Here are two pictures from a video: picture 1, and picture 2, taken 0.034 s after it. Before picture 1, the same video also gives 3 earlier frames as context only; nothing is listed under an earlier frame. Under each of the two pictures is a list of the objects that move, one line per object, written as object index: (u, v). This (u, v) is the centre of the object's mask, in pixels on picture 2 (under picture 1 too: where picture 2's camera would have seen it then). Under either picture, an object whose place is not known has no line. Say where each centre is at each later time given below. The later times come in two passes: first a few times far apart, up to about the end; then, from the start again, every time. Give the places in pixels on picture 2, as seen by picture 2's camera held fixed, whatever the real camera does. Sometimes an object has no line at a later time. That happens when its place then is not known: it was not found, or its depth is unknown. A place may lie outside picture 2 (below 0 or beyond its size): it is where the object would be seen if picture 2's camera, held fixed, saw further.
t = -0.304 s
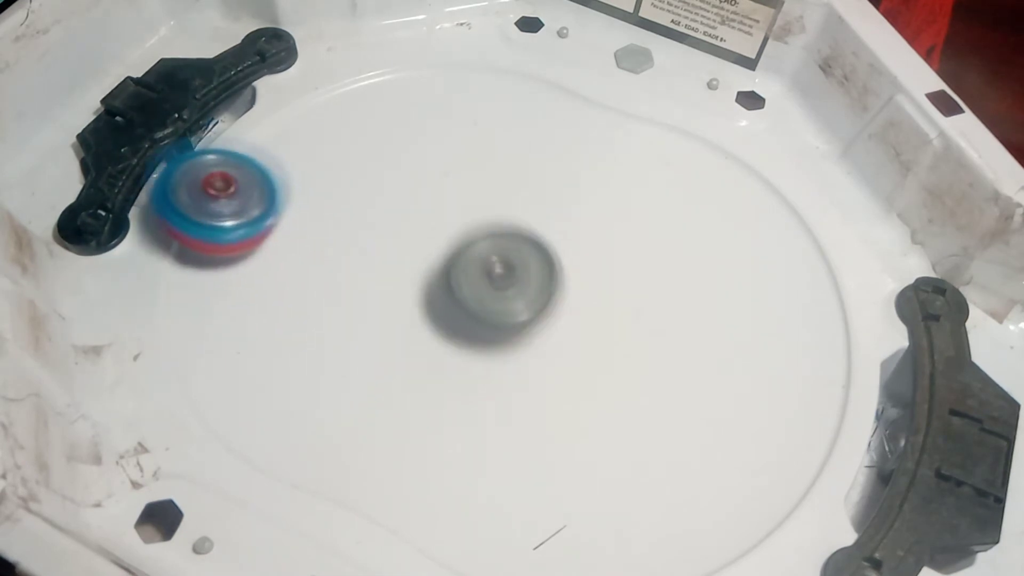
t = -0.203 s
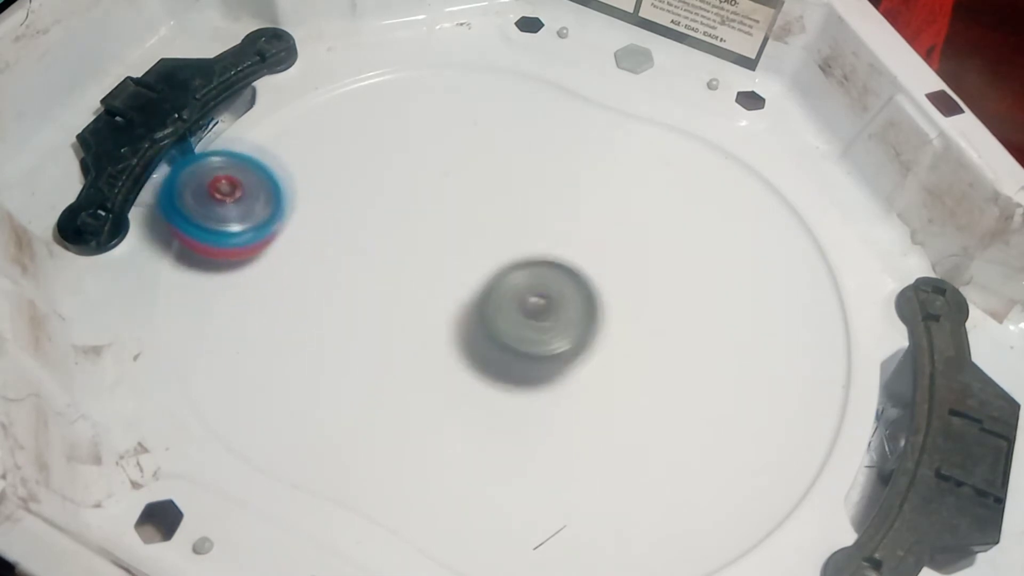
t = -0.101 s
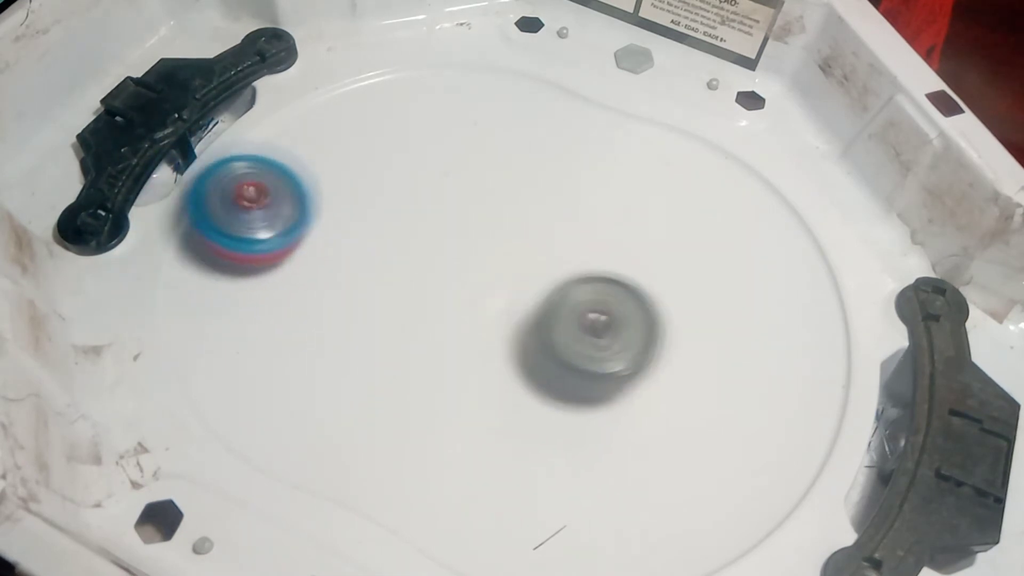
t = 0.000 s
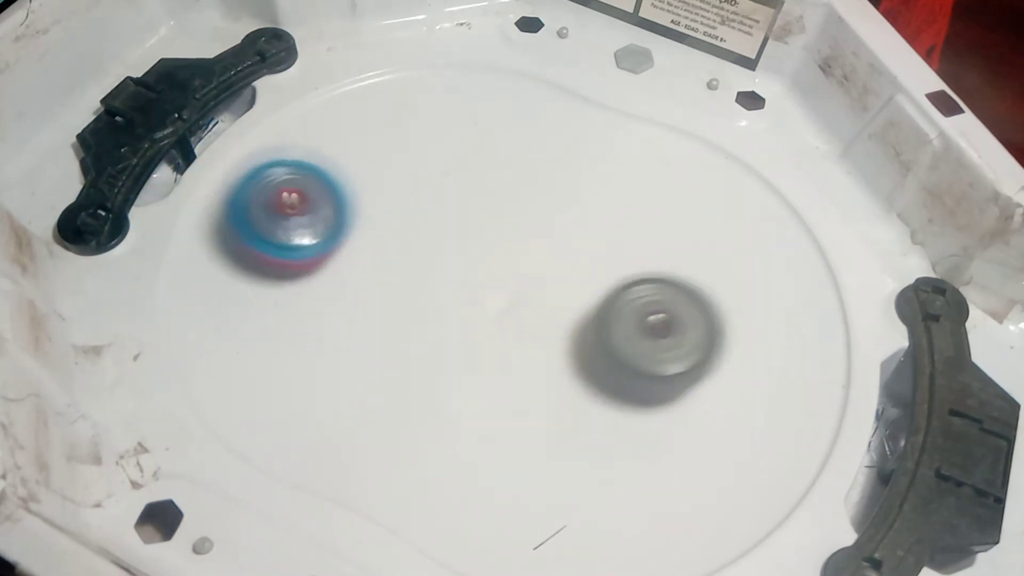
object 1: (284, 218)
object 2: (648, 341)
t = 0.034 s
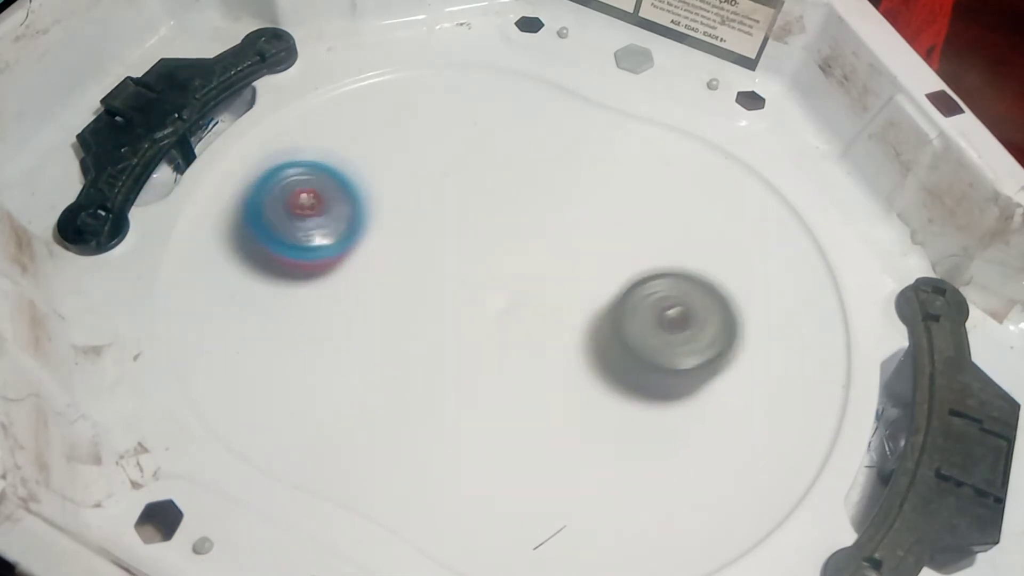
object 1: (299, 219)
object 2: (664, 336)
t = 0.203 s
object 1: (387, 210)
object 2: (680, 275)
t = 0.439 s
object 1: (459, 179)
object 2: (578, 273)
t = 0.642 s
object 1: (468, 169)
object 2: (598, 362)
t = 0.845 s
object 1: (480, 181)
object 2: (650, 394)
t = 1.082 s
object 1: (488, 240)
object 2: (609, 338)
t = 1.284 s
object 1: (429, 262)
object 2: (615, 390)
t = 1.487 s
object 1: (408, 283)
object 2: (652, 374)
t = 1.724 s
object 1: (396, 292)
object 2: (527, 328)
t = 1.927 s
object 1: (329, 263)
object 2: (502, 367)
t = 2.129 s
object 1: (311, 240)
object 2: (534, 377)
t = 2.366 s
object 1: (346, 221)
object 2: (502, 275)
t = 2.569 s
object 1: (354, 194)
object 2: (484, 253)
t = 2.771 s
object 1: (378, 185)
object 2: (476, 278)
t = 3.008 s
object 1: (434, 196)
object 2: (542, 285)
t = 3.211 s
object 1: (449, 196)
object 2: (554, 259)
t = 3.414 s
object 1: (420, 191)
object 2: (583, 294)
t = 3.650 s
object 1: (409, 208)
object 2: (621, 312)
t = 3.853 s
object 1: (410, 239)
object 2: (592, 302)
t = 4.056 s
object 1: (406, 274)
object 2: (540, 294)
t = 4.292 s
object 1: (347, 287)
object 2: (540, 299)
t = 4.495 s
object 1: (307, 304)
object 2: (493, 264)
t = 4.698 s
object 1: (316, 307)
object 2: (487, 314)
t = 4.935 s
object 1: (361, 281)
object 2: (538, 266)
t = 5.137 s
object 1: (322, 212)
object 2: (502, 251)
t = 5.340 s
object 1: (238, 216)
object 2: (502, 304)
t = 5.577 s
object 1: (352, 264)
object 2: (559, 294)
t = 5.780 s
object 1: (433, 185)
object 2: (608, 295)
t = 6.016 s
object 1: (353, 124)
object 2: (655, 277)
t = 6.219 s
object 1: (369, 206)
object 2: (578, 276)
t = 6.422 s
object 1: (401, 228)
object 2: (557, 327)
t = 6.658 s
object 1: (379, 220)
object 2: (555, 379)
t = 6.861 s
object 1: (412, 237)
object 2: (544, 386)
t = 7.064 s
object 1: (479, 241)
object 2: (511, 371)
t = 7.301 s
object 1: (497, 134)
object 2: (474, 359)
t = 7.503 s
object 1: (423, 119)
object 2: (477, 299)
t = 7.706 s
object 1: (376, 158)
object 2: (482, 297)
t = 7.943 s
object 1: (308, 134)
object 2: (547, 290)
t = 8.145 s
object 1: (366, 203)
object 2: (501, 256)
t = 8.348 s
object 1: (384, 226)
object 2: (498, 287)
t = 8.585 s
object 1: (400, 230)
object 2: (522, 318)
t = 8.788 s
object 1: (450, 238)
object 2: (524, 335)
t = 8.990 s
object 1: (455, 165)
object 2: (548, 398)
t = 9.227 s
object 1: (426, 143)
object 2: (566, 378)
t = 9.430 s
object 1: (425, 209)
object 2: (530, 324)
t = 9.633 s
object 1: (397, 241)
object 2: (545, 286)
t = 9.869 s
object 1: (386, 286)
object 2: (510, 241)
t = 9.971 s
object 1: (344, 314)
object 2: (513, 231)
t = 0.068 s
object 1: (316, 218)
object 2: (677, 327)
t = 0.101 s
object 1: (333, 216)
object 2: (687, 316)
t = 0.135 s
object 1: (350, 215)
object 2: (691, 303)
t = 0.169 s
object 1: (368, 213)
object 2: (688, 289)
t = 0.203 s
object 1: (387, 210)
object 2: (680, 275)
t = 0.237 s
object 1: (403, 208)
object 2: (668, 262)
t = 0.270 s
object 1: (420, 205)
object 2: (651, 252)
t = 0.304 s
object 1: (436, 203)
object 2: (629, 245)
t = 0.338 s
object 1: (452, 202)
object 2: (607, 242)
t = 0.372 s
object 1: (466, 200)
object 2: (587, 244)
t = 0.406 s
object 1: (462, 188)
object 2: (581, 258)
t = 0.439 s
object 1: (459, 179)
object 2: (578, 273)
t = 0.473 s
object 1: (459, 174)
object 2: (578, 288)
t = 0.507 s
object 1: (460, 170)
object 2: (578, 303)
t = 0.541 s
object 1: (462, 169)
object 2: (580, 319)
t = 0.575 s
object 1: (464, 168)
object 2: (584, 335)
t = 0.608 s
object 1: (466, 168)
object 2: (591, 350)
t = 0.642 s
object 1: (468, 169)
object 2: (598, 362)
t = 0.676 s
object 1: (471, 169)
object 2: (607, 374)
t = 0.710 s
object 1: (473, 170)
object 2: (616, 383)
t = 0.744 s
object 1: (474, 172)
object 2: (626, 390)
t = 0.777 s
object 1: (476, 175)
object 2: (636, 395)
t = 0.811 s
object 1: (478, 177)
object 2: (644, 396)
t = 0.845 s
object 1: (480, 181)
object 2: (650, 394)
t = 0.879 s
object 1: (482, 188)
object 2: (653, 389)
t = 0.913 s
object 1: (484, 194)
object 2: (654, 383)
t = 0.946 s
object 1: (486, 199)
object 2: (651, 375)
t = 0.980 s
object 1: (487, 208)
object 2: (645, 365)
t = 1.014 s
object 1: (489, 216)
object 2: (635, 356)
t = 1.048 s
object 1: (489, 228)
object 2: (623, 346)
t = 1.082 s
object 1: (488, 240)
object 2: (609, 338)
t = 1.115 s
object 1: (486, 253)
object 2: (593, 330)
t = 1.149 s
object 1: (473, 254)
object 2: (588, 337)
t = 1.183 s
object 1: (456, 250)
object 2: (593, 353)
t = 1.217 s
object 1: (444, 252)
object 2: (598, 367)
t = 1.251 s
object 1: (436, 257)
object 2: (606, 380)
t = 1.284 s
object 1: (429, 262)
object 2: (615, 390)
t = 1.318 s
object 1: (424, 267)
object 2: (626, 398)
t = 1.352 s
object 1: (419, 272)
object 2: (639, 403)
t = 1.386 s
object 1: (416, 277)
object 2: (650, 401)
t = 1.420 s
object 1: (412, 280)
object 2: (657, 396)
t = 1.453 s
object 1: (409, 283)
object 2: (658, 386)
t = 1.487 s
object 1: (408, 283)
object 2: (652, 374)
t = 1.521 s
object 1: (407, 285)
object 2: (641, 362)
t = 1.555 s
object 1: (405, 288)
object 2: (626, 351)
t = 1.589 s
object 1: (404, 290)
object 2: (607, 342)
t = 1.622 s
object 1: (403, 292)
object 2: (586, 335)
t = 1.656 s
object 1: (403, 293)
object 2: (564, 330)
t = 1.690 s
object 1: (402, 294)
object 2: (542, 327)
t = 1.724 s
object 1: (396, 292)
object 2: (527, 328)
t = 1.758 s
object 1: (378, 285)
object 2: (523, 333)
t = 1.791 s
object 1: (366, 281)
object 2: (519, 340)
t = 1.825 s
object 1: (355, 276)
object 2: (513, 346)
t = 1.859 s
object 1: (345, 272)
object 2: (508, 353)
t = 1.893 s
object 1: (337, 268)
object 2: (504, 360)
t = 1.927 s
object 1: (329, 263)
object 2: (502, 367)
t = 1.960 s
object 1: (323, 258)
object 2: (502, 374)
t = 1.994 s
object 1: (319, 254)
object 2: (505, 380)
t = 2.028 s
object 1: (315, 250)
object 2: (510, 385)
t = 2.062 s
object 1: (312, 247)
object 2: (518, 386)
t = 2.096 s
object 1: (311, 243)
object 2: (526, 384)
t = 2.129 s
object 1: (311, 240)
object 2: (534, 377)
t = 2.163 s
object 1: (312, 237)
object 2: (538, 366)
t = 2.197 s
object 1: (315, 235)
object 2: (537, 354)
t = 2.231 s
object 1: (319, 232)
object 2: (533, 339)
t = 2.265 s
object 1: (324, 229)
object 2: (526, 325)
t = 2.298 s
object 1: (330, 226)
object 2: (520, 308)
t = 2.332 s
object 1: (338, 223)
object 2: (511, 292)
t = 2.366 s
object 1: (346, 221)
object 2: (502, 275)
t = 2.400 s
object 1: (356, 219)
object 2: (492, 261)
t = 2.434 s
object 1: (360, 213)
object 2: (486, 253)
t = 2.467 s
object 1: (354, 204)
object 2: (492, 254)
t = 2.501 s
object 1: (353, 200)
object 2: (493, 254)
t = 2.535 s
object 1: (353, 196)
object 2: (490, 253)
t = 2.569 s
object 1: (354, 194)
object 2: (484, 253)
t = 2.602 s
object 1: (356, 191)
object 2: (478, 254)
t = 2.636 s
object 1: (359, 189)
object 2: (471, 257)
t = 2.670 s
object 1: (363, 187)
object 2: (467, 263)
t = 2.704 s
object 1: (367, 187)
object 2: (467, 269)
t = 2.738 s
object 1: (372, 186)
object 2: (471, 273)
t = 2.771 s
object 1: (378, 185)
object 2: (476, 278)
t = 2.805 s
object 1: (384, 185)
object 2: (480, 285)
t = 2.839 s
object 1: (392, 185)
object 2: (487, 294)
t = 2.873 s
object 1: (399, 186)
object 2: (499, 300)
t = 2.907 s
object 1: (408, 187)
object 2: (513, 299)
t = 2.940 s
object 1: (416, 190)
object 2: (524, 295)
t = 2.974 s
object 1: (425, 193)
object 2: (534, 291)
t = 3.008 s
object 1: (434, 196)
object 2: (542, 285)
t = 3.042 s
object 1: (444, 200)
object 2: (547, 275)
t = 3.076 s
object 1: (448, 200)
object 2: (552, 267)
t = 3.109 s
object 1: (446, 196)
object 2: (558, 263)
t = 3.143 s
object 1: (448, 195)
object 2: (559, 260)
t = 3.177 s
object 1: (449, 196)
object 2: (556, 258)
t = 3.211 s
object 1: (449, 196)
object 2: (554, 259)
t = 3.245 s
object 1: (439, 192)
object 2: (557, 264)
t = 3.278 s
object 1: (433, 190)
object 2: (560, 270)
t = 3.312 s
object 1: (429, 190)
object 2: (565, 277)
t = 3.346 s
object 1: (426, 190)
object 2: (571, 283)
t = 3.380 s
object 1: (423, 190)
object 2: (576, 288)
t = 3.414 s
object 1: (420, 191)
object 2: (583, 294)
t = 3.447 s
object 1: (418, 192)
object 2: (590, 300)
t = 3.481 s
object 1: (415, 194)
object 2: (596, 305)
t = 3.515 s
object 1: (414, 196)
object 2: (603, 309)
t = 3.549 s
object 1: (412, 199)
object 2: (609, 312)
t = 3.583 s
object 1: (411, 202)
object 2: (614, 313)
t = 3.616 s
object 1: (410, 204)
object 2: (618, 314)
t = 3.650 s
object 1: (409, 208)
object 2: (621, 312)
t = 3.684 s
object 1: (408, 213)
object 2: (620, 311)
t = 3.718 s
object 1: (408, 217)
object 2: (618, 309)
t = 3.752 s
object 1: (408, 221)
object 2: (613, 307)
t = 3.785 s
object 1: (408, 227)
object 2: (608, 305)
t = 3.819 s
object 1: (409, 233)
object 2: (601, 303)
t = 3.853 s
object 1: (410, 239)
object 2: (592, 302)
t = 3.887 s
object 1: (411, 245)
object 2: (582, 302)
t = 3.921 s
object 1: (412, 252)
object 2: (571, 301)
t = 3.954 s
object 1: (414, 258)
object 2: (559, 301)
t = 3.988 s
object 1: (416, 265)
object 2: (547, 300)
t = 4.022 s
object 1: (413, 271)
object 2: (541, 298)
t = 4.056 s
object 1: (406, 274)
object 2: (540, 294)
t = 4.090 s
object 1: (400, 277)
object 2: (535, 290)
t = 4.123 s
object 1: (396, 281)
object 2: (529, 288)
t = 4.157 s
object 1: (388, 283)
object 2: (524, 288)
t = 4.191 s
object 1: (374, 284)
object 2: (528, 293)
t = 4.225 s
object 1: (365, 285)
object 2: (532, 299)
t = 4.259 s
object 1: (356, 286)
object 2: (535, 302)
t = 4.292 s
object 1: (347, 287)
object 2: (540, 299)
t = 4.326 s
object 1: (337, 288)
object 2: (544, 292)
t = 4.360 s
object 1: (328, 289)
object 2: (543, 282)
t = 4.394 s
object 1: (320, 292)
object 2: (536, 273)
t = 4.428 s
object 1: (313, 295)
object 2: (524, 267)
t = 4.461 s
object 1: (307, 298)
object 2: (509, 264)
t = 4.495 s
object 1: (307, 304)
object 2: (493, 264)
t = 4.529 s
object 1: (310, 305)
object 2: (481, 269)
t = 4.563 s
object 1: (316, 308)
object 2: (470, 276)
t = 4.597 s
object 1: (324, 308)
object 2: (462, 285)
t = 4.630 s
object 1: (323, 308)
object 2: (464, 295)
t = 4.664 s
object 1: (317, 308)
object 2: (474, 306)
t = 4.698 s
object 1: (316, 307)
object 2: (487, 314)
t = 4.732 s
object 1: (315, 305)
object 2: (502, 319)
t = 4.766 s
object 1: (318, 303)
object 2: (517, 317)
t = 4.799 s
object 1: (322, 301)
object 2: (530, 311)
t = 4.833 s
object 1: (329, 298)
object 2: (541, 302)
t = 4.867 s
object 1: (338, 295)
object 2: (545, 290)
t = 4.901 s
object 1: (350, 289)
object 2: (544, 277)
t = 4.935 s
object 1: (361, 281)
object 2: (538, 266)
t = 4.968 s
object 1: (374, 271)
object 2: (528, 257)
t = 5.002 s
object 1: (384, 260)
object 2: (516, 251)
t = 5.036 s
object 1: (375, 248)
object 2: (515, 248)
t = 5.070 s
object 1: (359, 235)
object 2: (514, 247)
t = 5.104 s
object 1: (342, 224)
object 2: (509, 248)
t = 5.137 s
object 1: (322, 212)
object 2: (502, 251)
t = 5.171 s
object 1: (302, 203)
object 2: (495, 256)
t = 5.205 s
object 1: (281, 199)
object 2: (492, 262)
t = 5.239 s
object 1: (262, 199)
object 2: (491, 272)
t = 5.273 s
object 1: (248, 202)
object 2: (491, 286)
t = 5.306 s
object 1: (240, 209)
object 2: (495, 298)
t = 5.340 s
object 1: (238, 216)
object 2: (502, 304)
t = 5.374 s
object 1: (239, 224)
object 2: (511, 308)
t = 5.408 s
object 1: (246, 233)
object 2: (520, 310)
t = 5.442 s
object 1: (256, 242)
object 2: (530, 310)
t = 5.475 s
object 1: (273, 249)
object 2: (541, 306)
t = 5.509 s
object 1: (294, 255)
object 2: (550, 302)
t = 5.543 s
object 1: (321, 261)
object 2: (556, 297)
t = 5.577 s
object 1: (352, 264)
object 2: (559, 294)
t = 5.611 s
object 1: (384, 262)
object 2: (560, 290)
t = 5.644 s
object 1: (415, 255)
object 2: (559, 286)
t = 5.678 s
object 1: (435, 244)
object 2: (563, 285)
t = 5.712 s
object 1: (438, 224)
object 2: (579, 288)
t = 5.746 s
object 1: (437, 204)
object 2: (595, 292)
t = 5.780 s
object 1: (433, 185)
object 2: (608, 295)
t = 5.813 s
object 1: (427, 166)
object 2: (621, 297)
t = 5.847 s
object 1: (417, 150)
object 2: (634, 298)
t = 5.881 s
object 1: (405, 135)
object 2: (645, 296)
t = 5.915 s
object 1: (390, 125)
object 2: (653, 293)
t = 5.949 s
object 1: (374, 120)
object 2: (659, 288)
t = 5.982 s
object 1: (362, 121)
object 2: (659, 282)
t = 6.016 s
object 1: (353, 124)
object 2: (655, 277)
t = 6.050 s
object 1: (346, 131)
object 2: (647, 272)
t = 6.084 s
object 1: (341, 143)
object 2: (636, 269)
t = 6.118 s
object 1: (341, 155)
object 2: (623, 267)
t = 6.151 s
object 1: (345, 170)
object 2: (608, 268)
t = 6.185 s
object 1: (354, 188)
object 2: (593, 271)
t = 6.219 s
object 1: (369, 206)
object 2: (578, 276)
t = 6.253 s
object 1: (389, 224)
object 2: (563, 282)
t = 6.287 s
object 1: (411, 239)
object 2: (547, 287)
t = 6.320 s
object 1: (419, 243)
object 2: (544, 296)
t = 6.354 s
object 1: (413, 238)
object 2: (552, 306)
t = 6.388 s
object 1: (407, 232)
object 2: (555, 317)
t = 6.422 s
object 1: (401, 228)
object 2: (557, 327)
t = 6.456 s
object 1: (395, 223)
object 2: (558, 337)
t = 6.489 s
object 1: (390, 219)
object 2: (558, 346)
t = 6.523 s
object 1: (385, 218)
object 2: (557, 353)
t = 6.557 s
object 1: (381, 217)
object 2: (557, 361)
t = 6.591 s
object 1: (380, 216)
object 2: (557, 368)
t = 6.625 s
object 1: (379, 218)
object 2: (556, 374)
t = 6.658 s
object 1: (379, 220)
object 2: (555, 379)
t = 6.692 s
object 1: (382, 222)
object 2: (555, 383)
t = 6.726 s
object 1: (386, 224)
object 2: (553, 386)
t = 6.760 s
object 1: (391, 228)
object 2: (551, 388)
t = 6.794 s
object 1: (396, 230)
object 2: (549, 389)
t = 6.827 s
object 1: (404, 234)
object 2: (547, 388)
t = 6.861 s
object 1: (412, 237)
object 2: (544, 386)
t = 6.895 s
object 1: (423, 241)
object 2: (539, 383)
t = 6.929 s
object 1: (434, 244)
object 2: (535, 378)
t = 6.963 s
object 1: (446, 248)
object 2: (529, 373)
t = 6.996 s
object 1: (459, 252)
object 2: (523, 367)
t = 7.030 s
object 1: (471, 253)
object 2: (517, 367)
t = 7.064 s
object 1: (479, 241)
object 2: (511, 371)
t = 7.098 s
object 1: (485, 228)
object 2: (503, 372)
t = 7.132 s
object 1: (488, 215)
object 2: (495, 372)
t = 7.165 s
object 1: (493, 199)
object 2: (488, 372)
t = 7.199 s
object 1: (498, 183)
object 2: (483, 370)
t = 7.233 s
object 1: (501, 167)
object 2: (479, 367)
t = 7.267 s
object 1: (501, 150)
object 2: (476, 364)
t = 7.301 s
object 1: (497, 134)
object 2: (474, 359)
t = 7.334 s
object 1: (489, 120)
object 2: (473, 353)
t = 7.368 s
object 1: (477, 111)
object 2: (473, 345)
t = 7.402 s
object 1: (462, 105)
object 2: (472, 335)
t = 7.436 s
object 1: (447, 106)
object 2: (472, 323)
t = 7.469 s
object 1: (434, 112)
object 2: (474, 311)
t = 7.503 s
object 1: (423, 119)
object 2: (477, 299)
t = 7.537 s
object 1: (413, 132)
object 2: (477, 287)
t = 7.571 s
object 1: (406, 148)
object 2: (473, 278)
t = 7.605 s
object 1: (401, 167)
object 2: (468, 268)
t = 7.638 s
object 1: (397, 178)
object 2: (469, 268)
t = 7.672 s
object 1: (385, 168)
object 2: (474, 283)
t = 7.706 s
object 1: (376, 158)
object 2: (482, 297)
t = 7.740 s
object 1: (365, 147)
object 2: (492, 304)
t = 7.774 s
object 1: (353, 139)
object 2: (502, 308)
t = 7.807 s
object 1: (343, 130)
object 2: (513, 309)
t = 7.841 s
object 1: (330, 124)
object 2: (524, 309)
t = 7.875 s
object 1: (319, 124)
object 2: (534, 305)
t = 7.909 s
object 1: (313, 127)
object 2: (542, 298)
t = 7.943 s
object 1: (308, 134)
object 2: (547, 290)
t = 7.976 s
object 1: (307, 142)
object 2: (549, 280)
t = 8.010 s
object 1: (311, 152)
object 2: (545, 271)
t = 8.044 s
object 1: (321, 165)
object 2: (536, 264)
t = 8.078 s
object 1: (334, 176)
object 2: (526, 259)
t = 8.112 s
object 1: (349, 189)
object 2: (513, 257)
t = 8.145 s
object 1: (366, 203)
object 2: (501, 256)
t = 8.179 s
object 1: (378, 211)
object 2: (493, 261)
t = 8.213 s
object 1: (375, 212)
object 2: (500, 273)
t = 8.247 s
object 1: (375, 212)
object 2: (502, 284)
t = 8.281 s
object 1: (376, 217)
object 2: (500, 288)
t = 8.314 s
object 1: (380, 220)
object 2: (498, 289)
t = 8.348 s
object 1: (384, 226)
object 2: (498, 287)
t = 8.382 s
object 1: (386, 228)
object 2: (503, 287)
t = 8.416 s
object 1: (384, 227)
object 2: (509, 290)
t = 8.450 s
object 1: (386, 227)
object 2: (513, 295)
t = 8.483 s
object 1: (388, 225)
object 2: (515, 303)
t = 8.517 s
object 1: (390, 228)
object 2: (515, 310)
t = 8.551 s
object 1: (395, 228)
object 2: (517, 315)
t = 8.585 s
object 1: (400, 230)
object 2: (522, 318)
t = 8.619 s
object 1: (406, 230)
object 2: (525, 321)
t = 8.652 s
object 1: (412, 233)
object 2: (528, 323)
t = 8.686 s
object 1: (421, 235)
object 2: (529, 326)
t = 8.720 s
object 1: (432, 236)
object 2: (526, 329)
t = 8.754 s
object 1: (440, 239)
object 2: (525, 331)
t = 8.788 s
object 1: (450, 238)
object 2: (524, 335)
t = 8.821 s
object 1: (452, 225)
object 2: (529, 350)
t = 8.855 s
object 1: (455, 213)
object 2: (534, 364)
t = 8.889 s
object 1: (455, 201)
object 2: (536, 375)
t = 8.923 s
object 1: (455, 190)
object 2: (540, 384)
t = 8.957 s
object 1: (456, 176)
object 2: (544, 392)
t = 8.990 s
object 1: (455, 165)
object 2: (548, 398)
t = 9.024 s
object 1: (452, 154)
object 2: (553, 402)
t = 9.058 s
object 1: (448, 144)
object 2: (558, 405)
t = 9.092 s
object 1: (444, 140)
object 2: (562, 404)
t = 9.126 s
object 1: (439, 138)
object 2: (566, 401)
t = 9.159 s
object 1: (434, 137)
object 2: (569, 395)
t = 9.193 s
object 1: (430, 140)
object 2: (568, 388)
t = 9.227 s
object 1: (426, 143)
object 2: (566, 378)
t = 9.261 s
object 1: (421, 151)
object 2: (560, 370)
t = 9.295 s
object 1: (418, 159)
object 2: (556, 360)
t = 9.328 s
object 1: (419, 170)
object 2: (548, 352)
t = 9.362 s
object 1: (419, 182)
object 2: (542, 342)
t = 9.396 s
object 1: (422, 196)
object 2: (535, 334)
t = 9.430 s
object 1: (425, 209)
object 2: (530, 324)
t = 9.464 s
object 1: (430, 223)
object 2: (525, 313)
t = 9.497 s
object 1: (430, 229)
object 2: (529, 309)
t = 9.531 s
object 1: (420, 229)
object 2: (538, 309)
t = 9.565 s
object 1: (411, 231)
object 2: (542, 304)
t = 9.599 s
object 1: (404, 235)
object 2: (544, 296)
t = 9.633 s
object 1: (397, 241)
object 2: (545, 286)
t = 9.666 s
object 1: (393, 248)
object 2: (542, 278)
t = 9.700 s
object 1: (392, 252)
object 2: (538, 269)
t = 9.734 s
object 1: (393, 257)
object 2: (532, 262)
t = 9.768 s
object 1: (393, 264)
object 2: (526, 255)
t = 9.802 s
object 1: (389, 271)
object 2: (522, 250)
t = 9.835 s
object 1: (386, 279)
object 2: (517, 245)
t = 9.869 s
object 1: (386, 286)
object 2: (510, 241)
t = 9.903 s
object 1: (388, 292)
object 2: (503, 237)
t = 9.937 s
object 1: (365, 305)
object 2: (505, 235)
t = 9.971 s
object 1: (344, 314)
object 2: (513, 231)
